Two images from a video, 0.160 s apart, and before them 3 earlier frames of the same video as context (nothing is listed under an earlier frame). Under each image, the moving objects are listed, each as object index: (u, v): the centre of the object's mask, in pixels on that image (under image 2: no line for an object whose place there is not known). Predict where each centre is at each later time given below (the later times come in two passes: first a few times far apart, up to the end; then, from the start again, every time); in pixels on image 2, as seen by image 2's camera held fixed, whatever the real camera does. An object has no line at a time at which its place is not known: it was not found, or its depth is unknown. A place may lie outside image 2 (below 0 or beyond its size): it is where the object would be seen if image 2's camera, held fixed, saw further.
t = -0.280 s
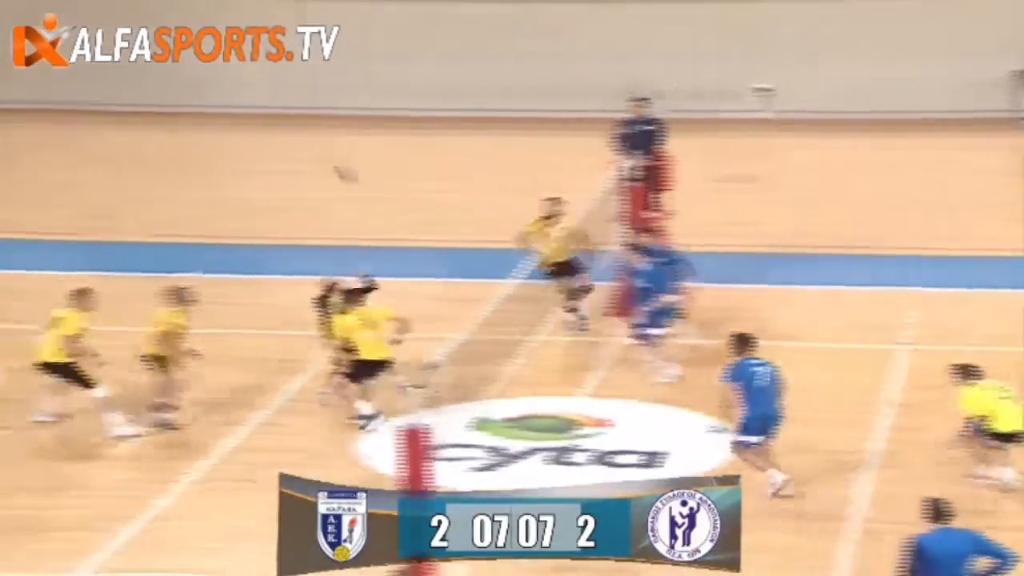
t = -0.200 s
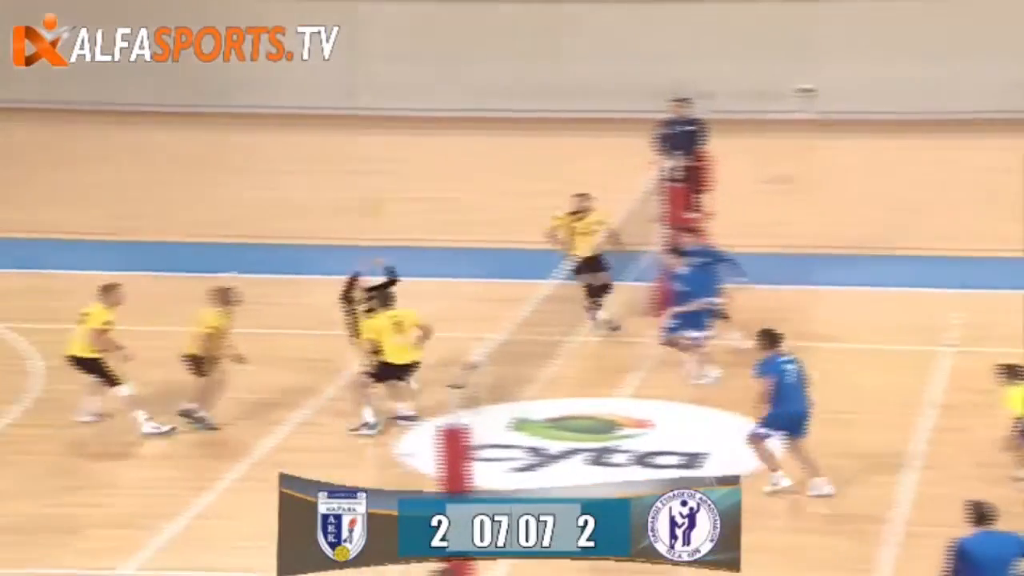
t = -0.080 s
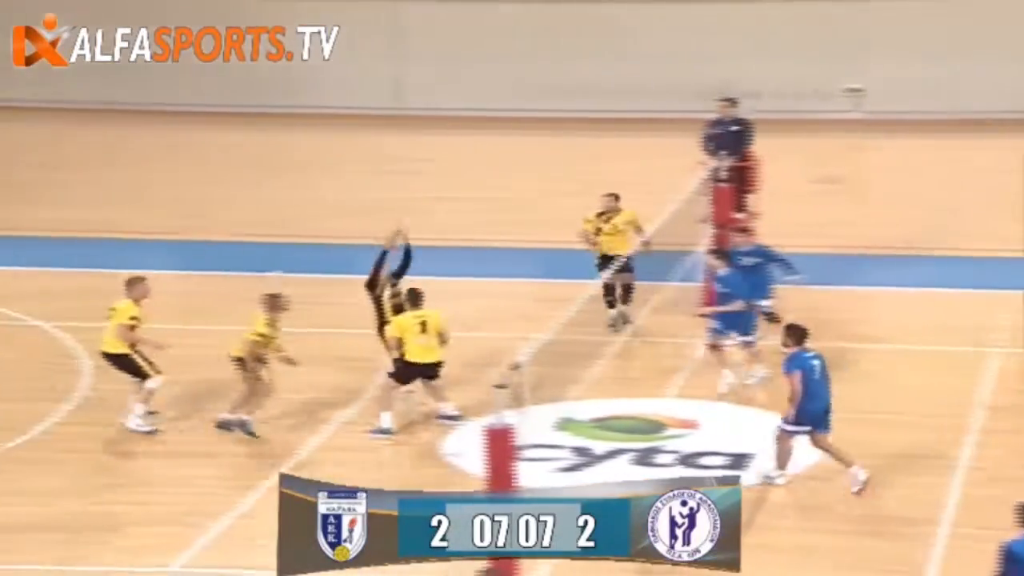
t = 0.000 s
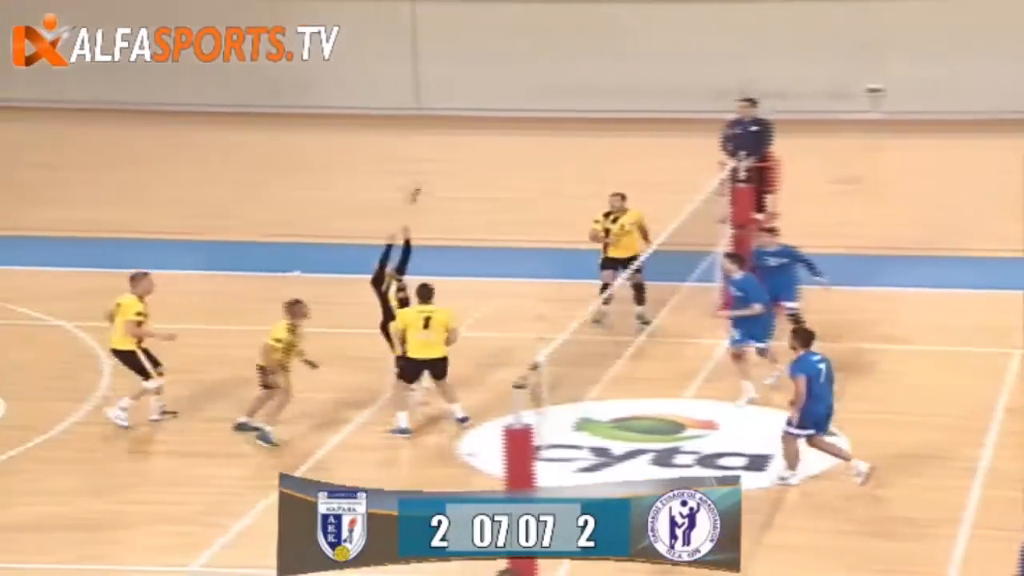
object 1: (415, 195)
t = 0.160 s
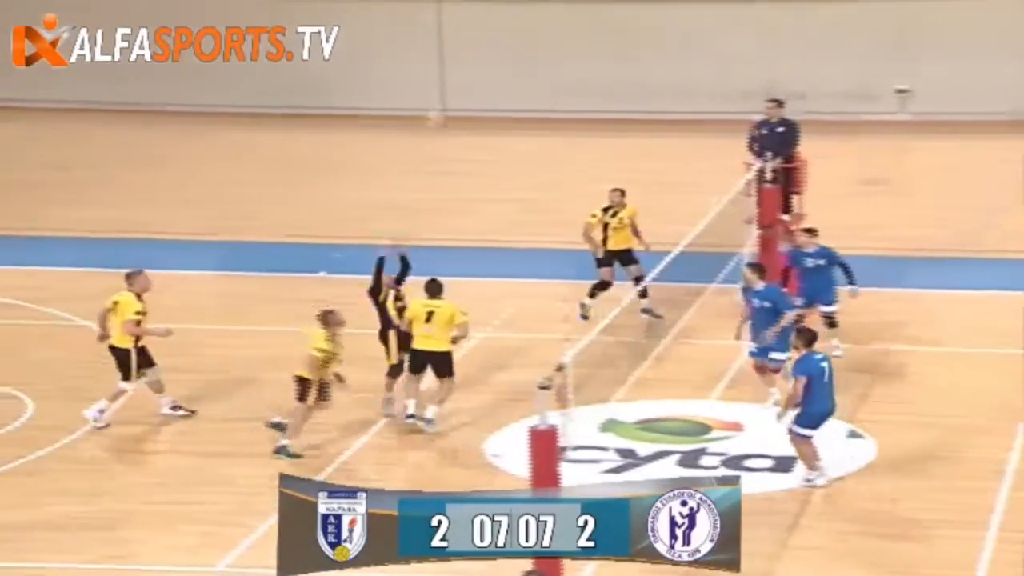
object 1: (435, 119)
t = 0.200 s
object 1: (431, 102)
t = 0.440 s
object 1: (437, 39)
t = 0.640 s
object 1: (439, 20)
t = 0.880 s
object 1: (438, 41)
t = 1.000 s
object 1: (436, 70)
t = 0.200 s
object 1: (431, 102)
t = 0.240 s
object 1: (435, 90)
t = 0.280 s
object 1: (436, 77)
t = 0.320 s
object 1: (438, 64)
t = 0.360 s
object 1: (438, 55)
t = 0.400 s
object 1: (438, 46)
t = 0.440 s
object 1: (437, 39)
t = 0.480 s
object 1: (437, 31)
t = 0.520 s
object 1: (437, 27)
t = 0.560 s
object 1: (439, 23)
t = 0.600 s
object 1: (440, 22)
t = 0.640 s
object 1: (439, 20)
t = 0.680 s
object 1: (439, 21)
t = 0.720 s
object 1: (439, 22)
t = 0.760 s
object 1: (439, 24)
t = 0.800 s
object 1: (440, 29)
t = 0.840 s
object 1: (439, 35)
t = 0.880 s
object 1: (438, 41)
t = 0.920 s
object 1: (437, 48)
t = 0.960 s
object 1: (435, 57)
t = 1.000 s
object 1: (436, 70)
